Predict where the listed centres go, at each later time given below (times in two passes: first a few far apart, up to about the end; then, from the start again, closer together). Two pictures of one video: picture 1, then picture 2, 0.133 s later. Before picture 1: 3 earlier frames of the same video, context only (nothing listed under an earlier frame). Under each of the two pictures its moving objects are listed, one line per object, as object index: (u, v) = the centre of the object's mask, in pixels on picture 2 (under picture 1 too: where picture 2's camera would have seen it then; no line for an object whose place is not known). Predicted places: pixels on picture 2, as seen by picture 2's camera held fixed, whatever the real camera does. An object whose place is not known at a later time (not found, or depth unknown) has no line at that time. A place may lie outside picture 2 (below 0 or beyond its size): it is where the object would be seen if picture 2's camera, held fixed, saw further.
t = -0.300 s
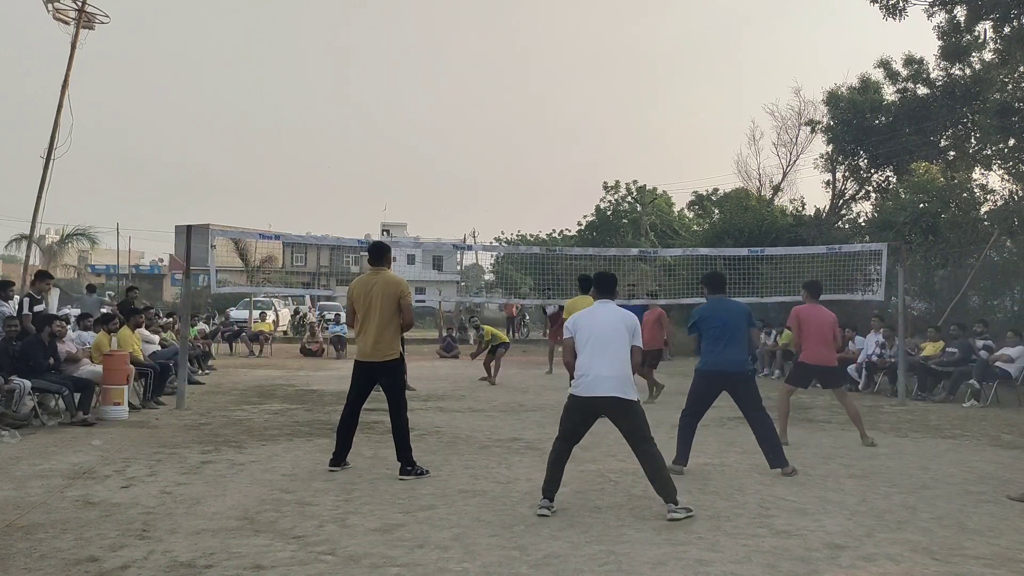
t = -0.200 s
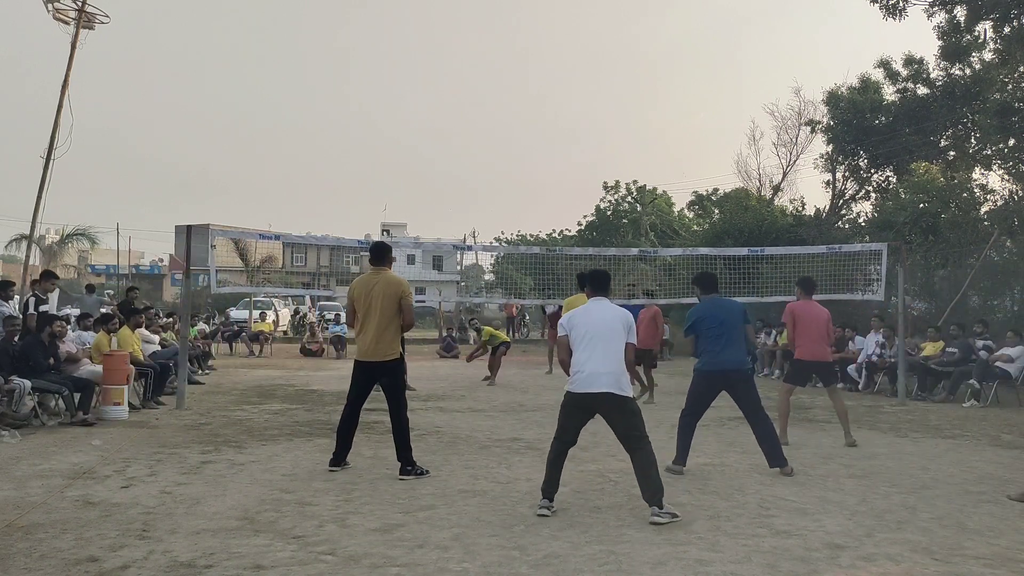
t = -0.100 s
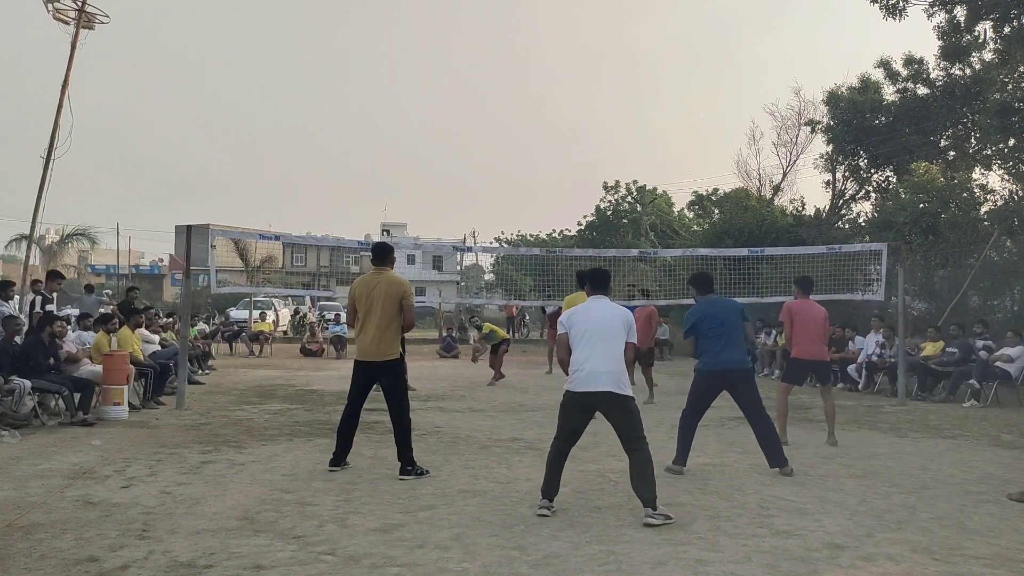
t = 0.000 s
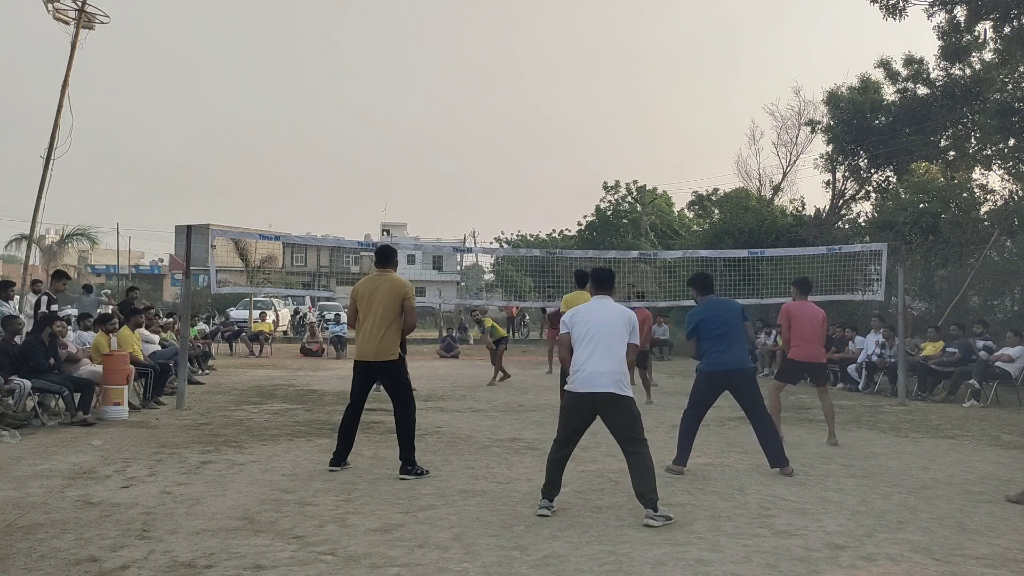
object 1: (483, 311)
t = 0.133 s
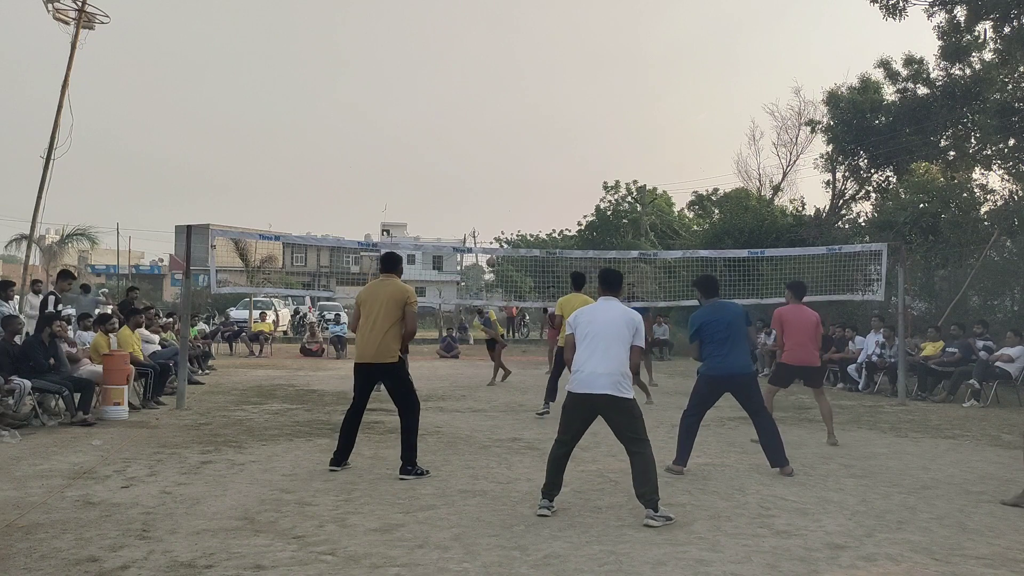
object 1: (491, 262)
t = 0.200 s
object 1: (496, 240)
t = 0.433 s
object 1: (510, 170)
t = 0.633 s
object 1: (524, 127)
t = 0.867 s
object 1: (544, 109)
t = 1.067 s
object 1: (569, 142)
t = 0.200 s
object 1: (496, 240)
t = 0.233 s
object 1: (498, 229)
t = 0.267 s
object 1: (500, 219)
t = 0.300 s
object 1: (502, 208)
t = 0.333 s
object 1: (504, 198)
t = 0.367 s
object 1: (506, 189)
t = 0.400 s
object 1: (508, 179)
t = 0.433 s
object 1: (510, 170)
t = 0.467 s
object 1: (512, 162)
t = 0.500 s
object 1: (515, 154)
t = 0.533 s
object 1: (517, 147)
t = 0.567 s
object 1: (519, 140)
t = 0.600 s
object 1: (522, 133)
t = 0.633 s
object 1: (524, 127)
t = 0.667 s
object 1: (527, 122)
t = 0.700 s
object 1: (529, 118)
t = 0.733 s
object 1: (532, 114)
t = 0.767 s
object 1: (535, 111)
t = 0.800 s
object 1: (538, 109)
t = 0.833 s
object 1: (541, 108)
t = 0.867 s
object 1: (544, 109)
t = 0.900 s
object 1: (548, 110)
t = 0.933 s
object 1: (552, 113)
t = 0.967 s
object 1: (556, 118)
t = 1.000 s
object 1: (560, 124)
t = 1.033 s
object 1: (565, 132)
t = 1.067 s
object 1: (569, 142)
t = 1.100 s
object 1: (575, 155)
